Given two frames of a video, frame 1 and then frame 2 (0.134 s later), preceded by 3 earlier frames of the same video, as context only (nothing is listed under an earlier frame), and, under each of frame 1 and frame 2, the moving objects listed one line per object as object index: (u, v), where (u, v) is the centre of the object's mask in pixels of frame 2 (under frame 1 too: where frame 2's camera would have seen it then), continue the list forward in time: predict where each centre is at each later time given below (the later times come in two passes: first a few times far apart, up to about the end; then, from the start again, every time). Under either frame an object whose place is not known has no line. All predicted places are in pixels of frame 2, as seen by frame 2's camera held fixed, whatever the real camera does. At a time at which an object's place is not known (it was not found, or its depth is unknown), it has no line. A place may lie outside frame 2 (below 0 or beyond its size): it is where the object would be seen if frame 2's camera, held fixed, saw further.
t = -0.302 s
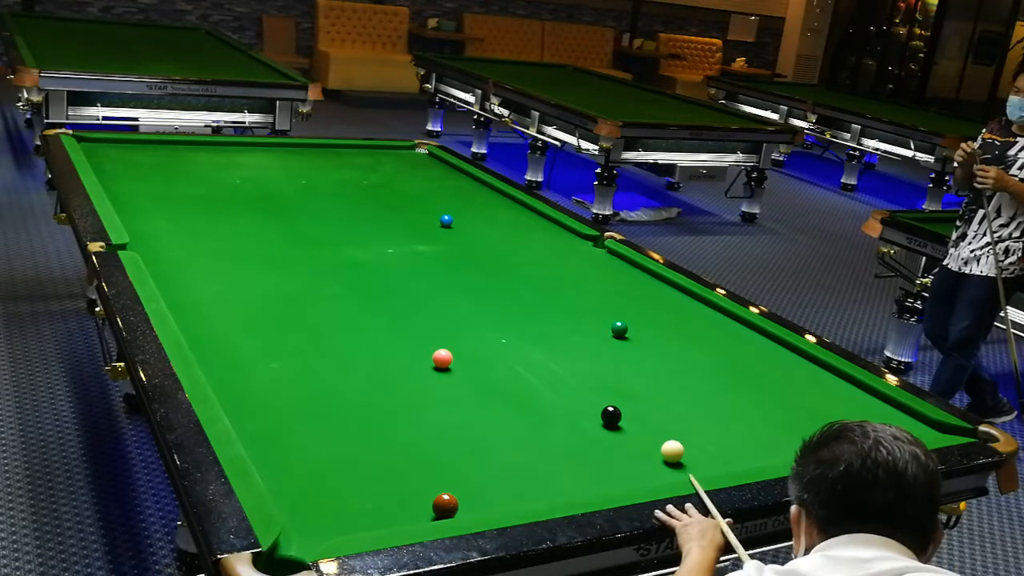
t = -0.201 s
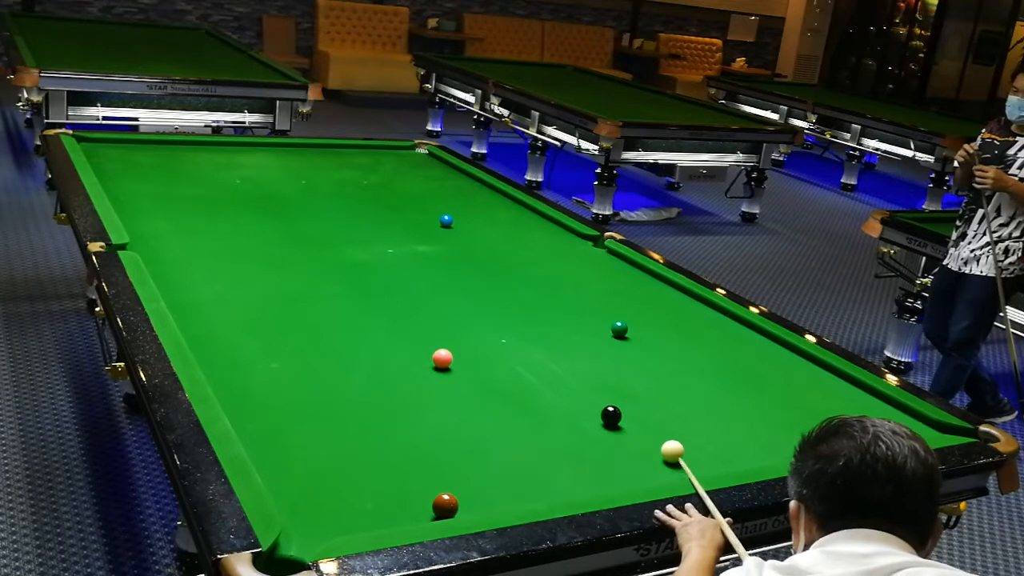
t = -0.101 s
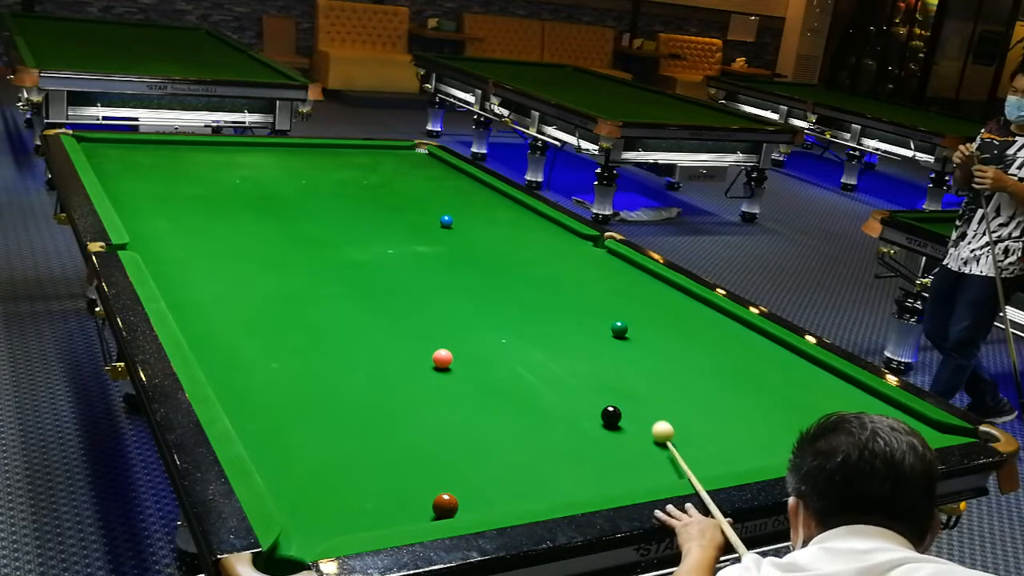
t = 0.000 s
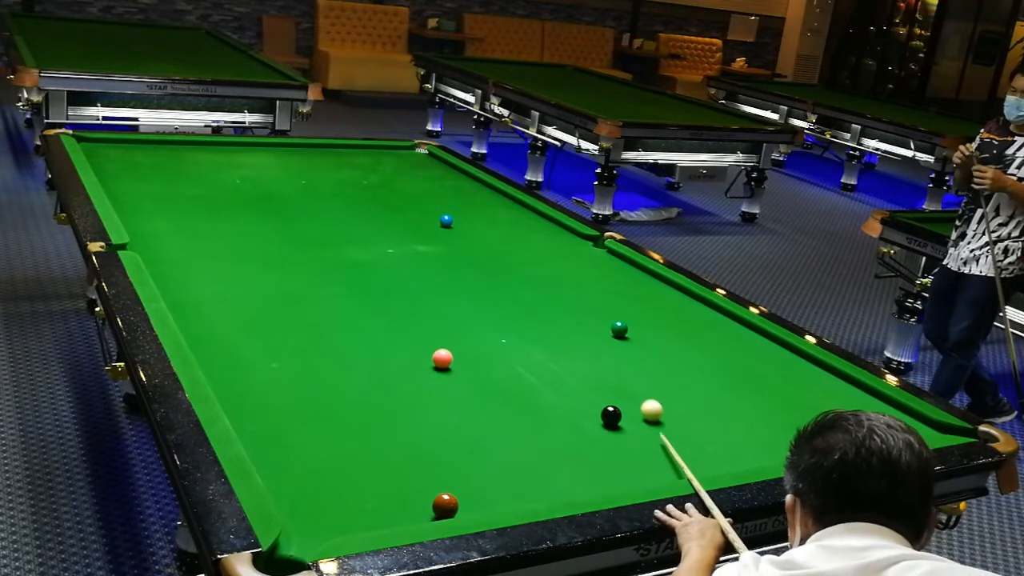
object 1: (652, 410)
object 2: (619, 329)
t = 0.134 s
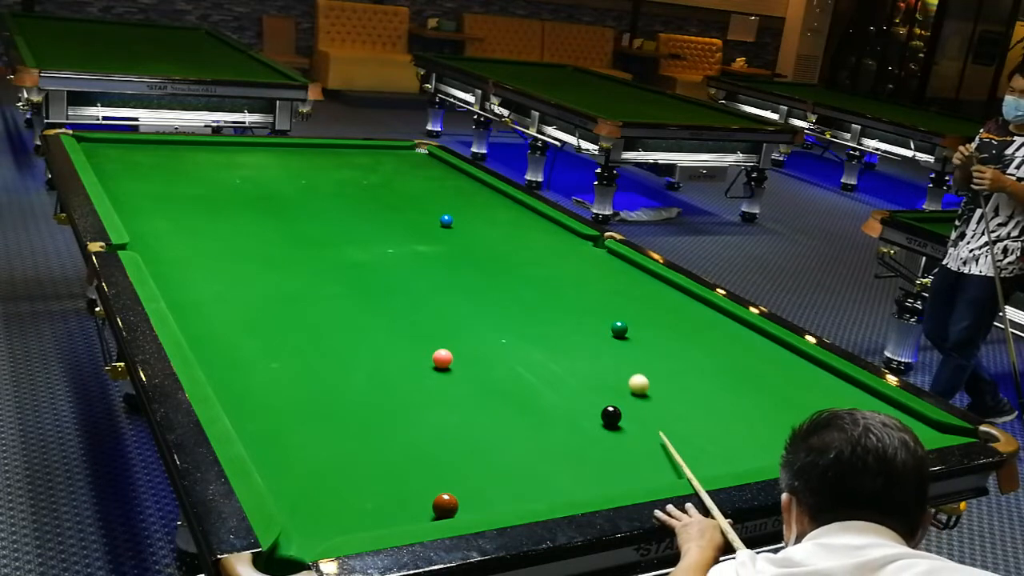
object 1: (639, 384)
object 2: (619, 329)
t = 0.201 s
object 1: (633, 373)
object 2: (619, 329)
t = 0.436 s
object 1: (615, 336)
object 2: (621, 326)
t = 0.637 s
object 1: (587, 322)
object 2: (631, 318)
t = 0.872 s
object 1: (557, 308)
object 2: (643, 307)
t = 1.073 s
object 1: (534, 297)
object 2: (652, 299)
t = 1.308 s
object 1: (509, 285)
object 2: (662, 289)
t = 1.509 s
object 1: (490, 275)
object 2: (668, 283)
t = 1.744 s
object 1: (469, 265)
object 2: (645, 279)
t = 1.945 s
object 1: (453, 257)
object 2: (626, 277)
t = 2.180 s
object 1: (435, 248)
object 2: (607, 273)
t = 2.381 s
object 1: (421, 242)
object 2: (591, 271)
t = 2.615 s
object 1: (406, 235)
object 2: (574, 268)
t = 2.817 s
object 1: (394, 229)
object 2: (561, 265)
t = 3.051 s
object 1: (382, 223)
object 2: (547, 263)
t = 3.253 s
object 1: (372, 218)
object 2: (536, 261)
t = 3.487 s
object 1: (361, 214)
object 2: (524, 260)
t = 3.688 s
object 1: (353, 210)
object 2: (516, 258)
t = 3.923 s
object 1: (344, 205)
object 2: (507, 256)
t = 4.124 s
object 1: (337, 202)
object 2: (500, 256)
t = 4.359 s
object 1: (330, 199)
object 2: (494, 255)
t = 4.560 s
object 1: (324, 196)
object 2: (490, 254)
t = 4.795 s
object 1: (318, 193)
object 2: (485, 253)
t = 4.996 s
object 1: (314, 191)
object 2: (483, 253)
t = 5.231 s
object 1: (310, 190)
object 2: (481, 253)
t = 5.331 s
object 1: (308, 189)
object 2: (481, 253)
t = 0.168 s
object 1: (636, 378)
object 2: (619, 329)
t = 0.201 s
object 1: (633, 373)
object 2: (619, 329)
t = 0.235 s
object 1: (630, 367)
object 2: (619, 329)
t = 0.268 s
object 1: (627, 362)
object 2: (618, 329)
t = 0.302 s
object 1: (625, 356)
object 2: (619, 329)
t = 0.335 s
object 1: (622, 351)
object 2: (619, 329)
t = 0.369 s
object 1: (620, 346)
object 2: (619, 328)
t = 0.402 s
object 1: (617, 341)
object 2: (619, 327)
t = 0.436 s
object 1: (615, 336)
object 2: (621, 326)
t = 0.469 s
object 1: (611, 332)
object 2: (622, 327)
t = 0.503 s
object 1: (606, 331)
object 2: (623, 326)
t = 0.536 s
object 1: (601, 329)
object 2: (625, 324)
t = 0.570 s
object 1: (596, 327)
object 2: (627, 322)
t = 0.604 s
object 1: (592, 324)
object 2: (629, 320)
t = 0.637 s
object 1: (587, 322)
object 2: (631, 318)
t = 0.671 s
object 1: (582, 320)
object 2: (633, 316)
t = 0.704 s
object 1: (578, 318)
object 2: (635, 315)
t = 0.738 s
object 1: (574, 316)
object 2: (636, 314)
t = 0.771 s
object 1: (570, 314)
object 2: (638, 312)
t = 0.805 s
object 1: (566, 312)
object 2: (640, 310)
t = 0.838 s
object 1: (562, 310)
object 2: (641, 309)
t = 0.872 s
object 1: (557, 308)
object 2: (643, 307)
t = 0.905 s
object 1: (553, 306)
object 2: (644, 306)
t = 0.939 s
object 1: (549, 304)
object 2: (646, 304)
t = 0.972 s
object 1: (545, 302)
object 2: (648, 303)
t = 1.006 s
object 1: (541, 300)
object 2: (649, 301)
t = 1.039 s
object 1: (537, 298)
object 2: (650, 300)
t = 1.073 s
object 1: (534, 297)
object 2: (652, 299)
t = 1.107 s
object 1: (530, 295)
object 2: (654, 298)
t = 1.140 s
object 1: (527, 293)
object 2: (655, 296)
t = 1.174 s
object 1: (523, 291)
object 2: (657, 295)
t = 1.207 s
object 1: (520, 290)
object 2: (658, 294)
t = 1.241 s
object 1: (516, 288)
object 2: (659, 292)
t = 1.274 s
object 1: (513, 286)
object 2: (661, 291)
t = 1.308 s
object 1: (509, 285)
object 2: (662, 289)
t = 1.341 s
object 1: (506, 283)
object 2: (664, 288)
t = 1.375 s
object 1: (503, 281)
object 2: (665, 287)
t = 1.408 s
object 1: (500, 280)
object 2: (666, 286)
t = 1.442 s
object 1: (497, 278)
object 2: (667, 285)
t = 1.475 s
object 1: (493, 277)
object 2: (669, 284)
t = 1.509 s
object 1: (490, 275)
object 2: (668, 283)
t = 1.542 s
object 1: (487, 274)
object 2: (664, 282)
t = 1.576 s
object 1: (484, 272)
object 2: (661, 282)
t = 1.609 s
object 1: (481, 271)
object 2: (658, 281)
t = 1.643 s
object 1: (478, 270)
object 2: (655, 281)
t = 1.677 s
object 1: (475, 268)
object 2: (652, 280)
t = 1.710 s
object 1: (472, 266)
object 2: (648, 280)
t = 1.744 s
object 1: (469, 265)
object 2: (645, 279)
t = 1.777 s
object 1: (466, 264)
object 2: (642, 279)
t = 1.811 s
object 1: (463, 262)
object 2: (639, 278)
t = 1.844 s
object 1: (461, 261)
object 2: (636, 278)
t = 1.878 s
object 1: (458, 260)
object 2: (633, 278)
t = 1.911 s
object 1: (456, 258)
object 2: (629, 277)
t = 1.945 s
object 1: (453, 257)
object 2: (626, 277)
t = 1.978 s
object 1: (450, 256)
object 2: (623, 276)
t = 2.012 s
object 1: (447, 255)
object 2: (620, 275)
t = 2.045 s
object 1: (445, 253)
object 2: (618, 275)
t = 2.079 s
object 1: (442, 252)
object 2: (615, 275)
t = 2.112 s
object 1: (440, 251)
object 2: (612, 274)
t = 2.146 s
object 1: (437, 250)
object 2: (609, 274)
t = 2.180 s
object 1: (435, 248)
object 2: (607, 273)
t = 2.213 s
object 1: (432, 248)
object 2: (604, 272)
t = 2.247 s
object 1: (430, 246)
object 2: (601, 272)
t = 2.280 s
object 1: (428, 245)
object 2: (599, 271)
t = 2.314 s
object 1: (425, 244)
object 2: (596, 271)
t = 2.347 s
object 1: (423, 244)
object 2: (593, 271)
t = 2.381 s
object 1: (421, 242)
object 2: (591, 271)
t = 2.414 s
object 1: (419, 241)
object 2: (588, 270)
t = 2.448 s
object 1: (416, 240)
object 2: (586, 270)
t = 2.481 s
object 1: (414, 240)
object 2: (584, 269)
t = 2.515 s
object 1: (412, 238)
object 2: (581, 269)
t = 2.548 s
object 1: (410, 237)
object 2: (578, 269)
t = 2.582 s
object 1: (408, 236)
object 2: (576, 268)
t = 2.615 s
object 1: (406, 235)
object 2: (574, 268)
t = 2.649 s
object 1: (404, 235)
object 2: (572, 267)
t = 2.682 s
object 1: (402, 233)
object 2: (570, 267)
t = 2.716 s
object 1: (400, 232)
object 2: (567, 267)
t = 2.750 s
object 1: (398, 232)
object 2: (565, 266)
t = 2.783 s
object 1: (396, 231)
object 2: (563, 266)
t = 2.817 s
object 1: (394, 229)
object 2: (561, 265)
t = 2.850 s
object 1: (392, 228)
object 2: (559, 265)
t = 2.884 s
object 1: (390, 227)
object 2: (557, 265)
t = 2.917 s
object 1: (389, 227)
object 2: (554, 264)
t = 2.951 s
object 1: (387, 226)
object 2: (553, 264)
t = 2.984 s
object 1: (385, 225)
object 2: (550, 264)
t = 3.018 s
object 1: (383, 224)
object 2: (549, 263)
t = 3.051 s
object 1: (382, 223)
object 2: (547, 263)
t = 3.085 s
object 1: (380, 222)
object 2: (545, 263)
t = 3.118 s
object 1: (378, 222)
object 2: (543, 262)
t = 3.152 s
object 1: (377, 221)
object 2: (541, 262)
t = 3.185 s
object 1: (375, 220)
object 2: (540, 262)
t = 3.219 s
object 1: (373, 219)
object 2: (537, 262)
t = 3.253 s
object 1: (372, 218)
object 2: (536, 261)
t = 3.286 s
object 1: (370, 218)
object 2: (534, 261)
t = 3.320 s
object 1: (369, 217)
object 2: (532, 261)
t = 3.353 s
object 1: (367, 216)
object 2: (531, 260)
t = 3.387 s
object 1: (366, 216)
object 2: (529, 260)
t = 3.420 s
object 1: (364, 215)
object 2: (528, 260)
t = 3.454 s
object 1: (363, 214)
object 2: (526, 260)
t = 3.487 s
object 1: (361, 214)
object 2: (524, 260)
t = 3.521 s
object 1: (360, 213)
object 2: (523, 259)
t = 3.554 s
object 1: (358, 212)
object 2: (521, 259)
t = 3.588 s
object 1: (357, 211)
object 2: (520, 259)
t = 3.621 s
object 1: (356, 211)
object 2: (519, 259)
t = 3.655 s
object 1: (354, 210)
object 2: (517, 258)
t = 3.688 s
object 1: (353, 210)
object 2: (516, 258)
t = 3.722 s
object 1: (352, 209)
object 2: (515, 258)
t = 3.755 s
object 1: (350, 208)
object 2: (513, 258)
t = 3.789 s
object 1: (349, 208)
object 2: (512, 258)
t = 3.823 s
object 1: (348, 207)
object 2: (511, 257)
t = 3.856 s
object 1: (346, 207)
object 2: (510, 257)
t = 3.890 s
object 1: (345, 206)
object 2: (508, 257)
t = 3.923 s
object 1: (344, 205)
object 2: (507, 256)
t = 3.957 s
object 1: (343, 205)
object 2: (506, 256)
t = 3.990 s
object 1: (342, 204)
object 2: (505, 256)
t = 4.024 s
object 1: (341, 204)
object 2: (504, 256)
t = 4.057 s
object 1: (340, 203)
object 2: (503, 256)
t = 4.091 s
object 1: (338, 202)
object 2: (501, 256)
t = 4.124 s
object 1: (337, 202)
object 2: (500, 256)
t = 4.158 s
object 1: (336, 202)
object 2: (499, 256)
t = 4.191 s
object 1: (335, 202)
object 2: (499, 256)
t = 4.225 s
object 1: (334, 201)
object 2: (498, 256)
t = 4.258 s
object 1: (333, 200)
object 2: (497, 255)
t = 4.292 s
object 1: (332, 200)
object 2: (496, 255)
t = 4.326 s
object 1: (331, 199)
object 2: (495, 255)
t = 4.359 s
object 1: (330, 199)
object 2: (494, 255)
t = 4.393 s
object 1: (329, 199)
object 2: (493, 255)
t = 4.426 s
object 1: (328, 198)
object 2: (493, 255)
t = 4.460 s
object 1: (327, 198)
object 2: (492, 255)
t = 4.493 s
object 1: (326, 198)
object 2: (491, 255)
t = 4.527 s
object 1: (325, 197)
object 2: (490, 254)
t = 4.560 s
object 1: (324, 196)
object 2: (490, 254)
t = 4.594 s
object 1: (324, 196)
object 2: (489, 254)
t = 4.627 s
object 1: (323, 195)
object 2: (488, 254)
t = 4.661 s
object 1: (322, 195)
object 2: (488, 254)
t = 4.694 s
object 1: (321, 195)
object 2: (487, 253)
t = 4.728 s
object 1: (320, 194)
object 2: (487, 253)
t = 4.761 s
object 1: (319, 194)
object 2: (486, 253)
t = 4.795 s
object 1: (318, 193)
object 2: (485, 253)
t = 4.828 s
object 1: (318, 193)
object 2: (485, 253)
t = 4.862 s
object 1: (317, 193)
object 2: (485, 253)
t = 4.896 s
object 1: (316, 193)
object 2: (484, 253)
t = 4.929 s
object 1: (315, 192)
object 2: (484, 253)
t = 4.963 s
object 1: (315, 192)
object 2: (483, 253)
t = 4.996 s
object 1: (314, 191)
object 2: (483, 253)
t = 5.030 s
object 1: (313, 191)
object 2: (483, 253)
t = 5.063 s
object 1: (313, 191)
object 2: (482, 253)
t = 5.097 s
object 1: (312, 191)
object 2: (482, 253)
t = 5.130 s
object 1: (312, 191)
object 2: (482, 253)
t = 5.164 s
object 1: (311, 190)
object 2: (482, 253)
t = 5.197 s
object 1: (310, 190)
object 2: (482, 253)
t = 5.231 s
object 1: (310, 190)
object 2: (481, 253)
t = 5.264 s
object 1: (309, 189)
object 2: (482, 253)
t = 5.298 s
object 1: (309, 189)
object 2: (482, 253)
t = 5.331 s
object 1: (308, 189)
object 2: (481, 253)
